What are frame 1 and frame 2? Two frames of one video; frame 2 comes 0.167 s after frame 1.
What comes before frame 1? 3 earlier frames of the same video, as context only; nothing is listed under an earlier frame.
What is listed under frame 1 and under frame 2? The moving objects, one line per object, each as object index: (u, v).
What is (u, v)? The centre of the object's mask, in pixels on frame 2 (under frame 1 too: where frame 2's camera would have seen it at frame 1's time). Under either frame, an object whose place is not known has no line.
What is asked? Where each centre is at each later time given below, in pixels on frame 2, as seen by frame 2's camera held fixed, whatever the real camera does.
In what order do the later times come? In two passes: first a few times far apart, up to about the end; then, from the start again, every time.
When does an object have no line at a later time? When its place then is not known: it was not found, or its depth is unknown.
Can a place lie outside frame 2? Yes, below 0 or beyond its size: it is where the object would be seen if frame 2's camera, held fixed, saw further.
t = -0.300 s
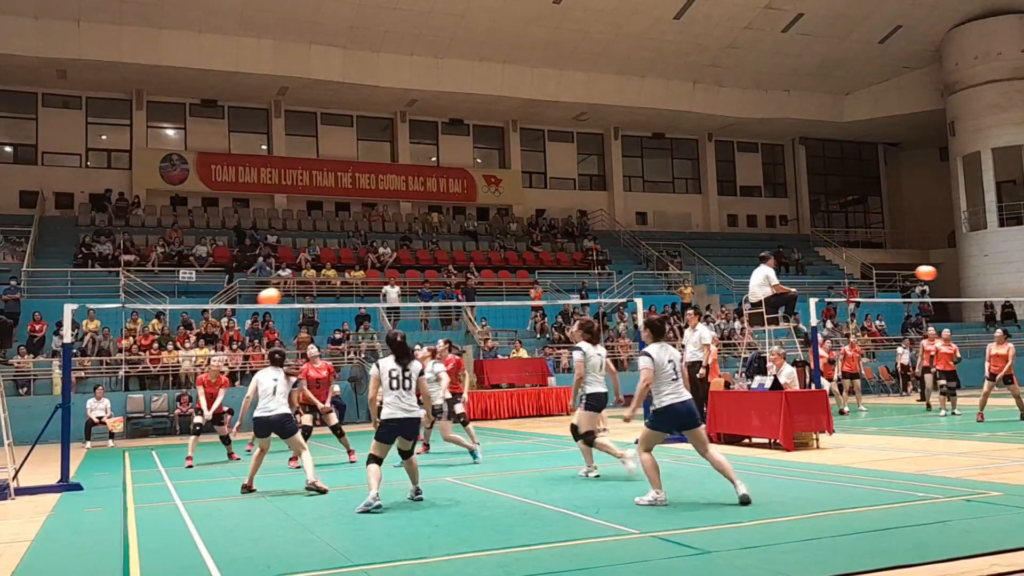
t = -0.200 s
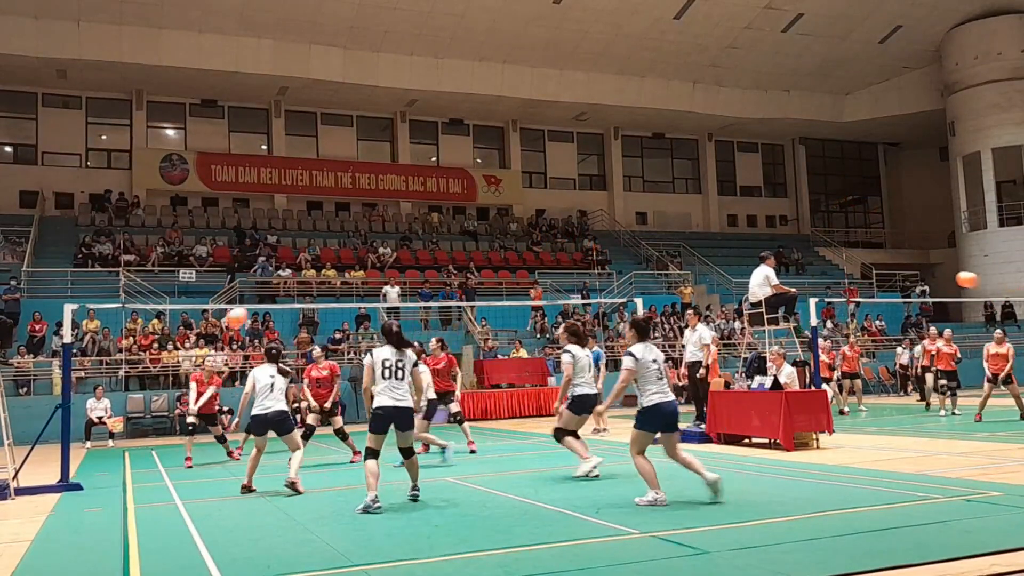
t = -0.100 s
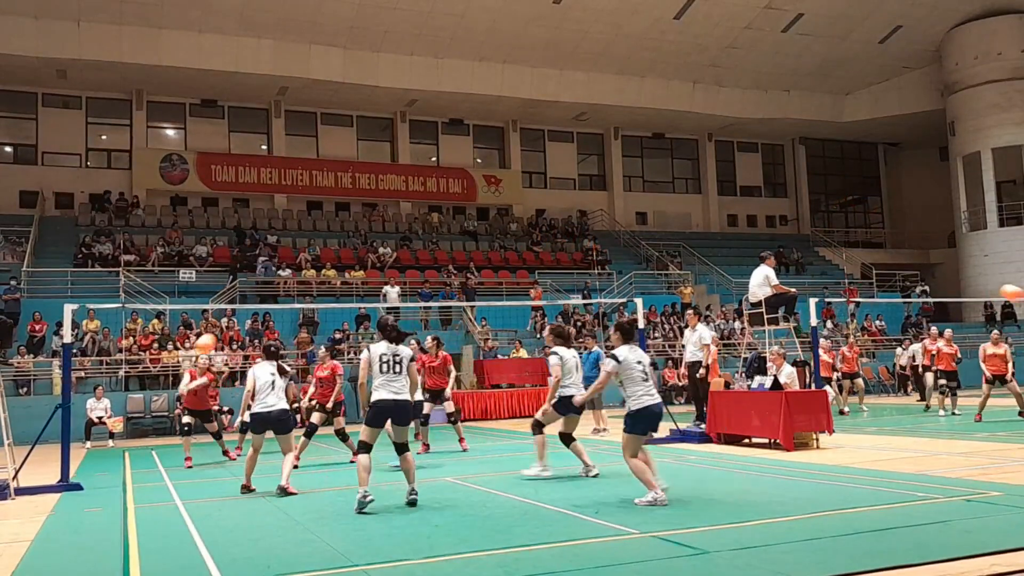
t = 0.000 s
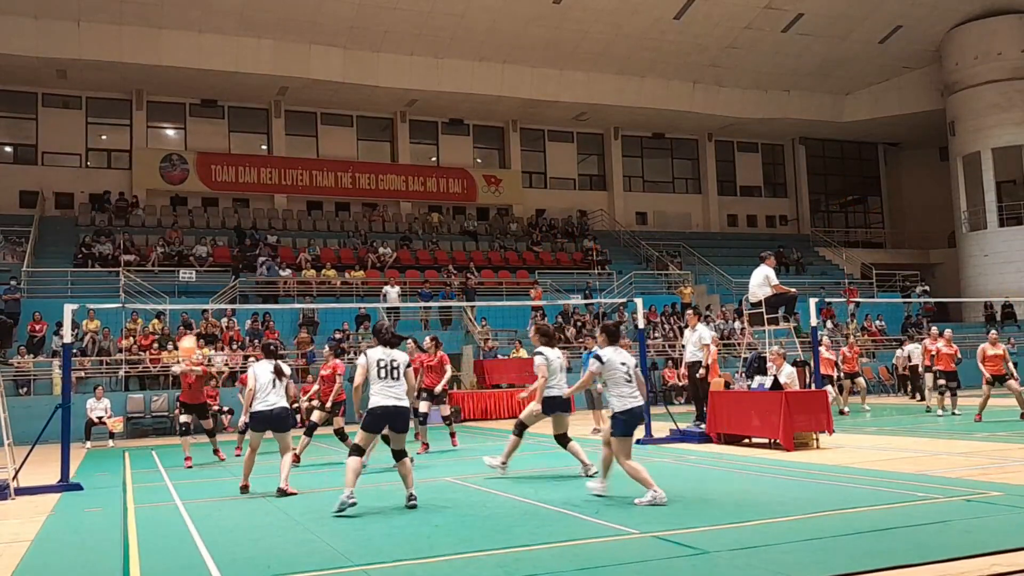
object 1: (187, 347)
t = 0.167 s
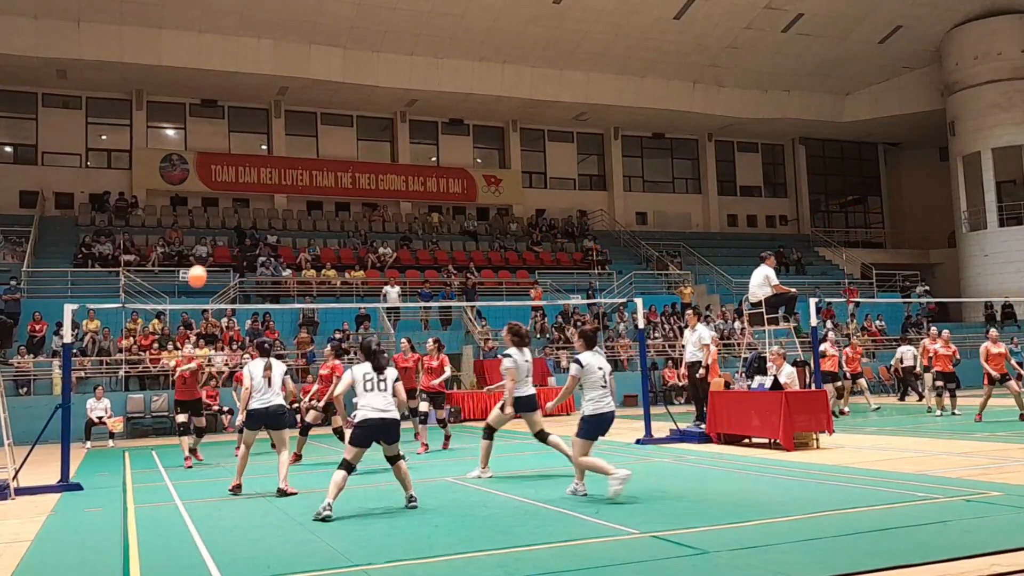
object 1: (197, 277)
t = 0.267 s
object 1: (203, 246)
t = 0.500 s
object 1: (217, 203)
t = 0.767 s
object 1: (232, 202)
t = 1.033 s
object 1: (247, 247)
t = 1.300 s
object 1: (262, 334)
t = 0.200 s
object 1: (199, 265)
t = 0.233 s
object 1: (201, 255)
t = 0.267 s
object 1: (203, 246)
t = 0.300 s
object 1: (205, 237)
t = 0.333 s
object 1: (207, 229)
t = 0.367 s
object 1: (209, 222)
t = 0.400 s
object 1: (211, 216)
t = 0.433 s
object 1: (213, 211)
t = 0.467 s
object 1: (215, 207)
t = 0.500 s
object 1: (217, 203)
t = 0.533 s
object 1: (219, 200)
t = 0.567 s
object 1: (221, 198)
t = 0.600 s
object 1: (223, 197)
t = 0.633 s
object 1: (224, 197)
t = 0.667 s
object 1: (226, 197)
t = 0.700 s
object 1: (228, 198)
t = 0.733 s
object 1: (230, 200)
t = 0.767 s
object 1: (232, 202)
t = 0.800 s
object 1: (234, 205)
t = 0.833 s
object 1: (236, 209)
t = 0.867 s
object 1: (238, 214)
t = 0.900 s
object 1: (240, 219)
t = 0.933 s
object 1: (241, 225)
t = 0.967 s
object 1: (243, 232)
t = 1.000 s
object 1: (245, 239)
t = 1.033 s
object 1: (247, 247)
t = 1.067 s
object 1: (249, 256)
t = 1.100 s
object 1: (251, 265)
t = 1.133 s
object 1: (252, 276)
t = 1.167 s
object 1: (255, 286)
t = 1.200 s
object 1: (256, 296)
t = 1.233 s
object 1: (258, 309)
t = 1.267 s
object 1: (260, 322)
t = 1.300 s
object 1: (262, 334)
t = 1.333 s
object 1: (264, 349)
